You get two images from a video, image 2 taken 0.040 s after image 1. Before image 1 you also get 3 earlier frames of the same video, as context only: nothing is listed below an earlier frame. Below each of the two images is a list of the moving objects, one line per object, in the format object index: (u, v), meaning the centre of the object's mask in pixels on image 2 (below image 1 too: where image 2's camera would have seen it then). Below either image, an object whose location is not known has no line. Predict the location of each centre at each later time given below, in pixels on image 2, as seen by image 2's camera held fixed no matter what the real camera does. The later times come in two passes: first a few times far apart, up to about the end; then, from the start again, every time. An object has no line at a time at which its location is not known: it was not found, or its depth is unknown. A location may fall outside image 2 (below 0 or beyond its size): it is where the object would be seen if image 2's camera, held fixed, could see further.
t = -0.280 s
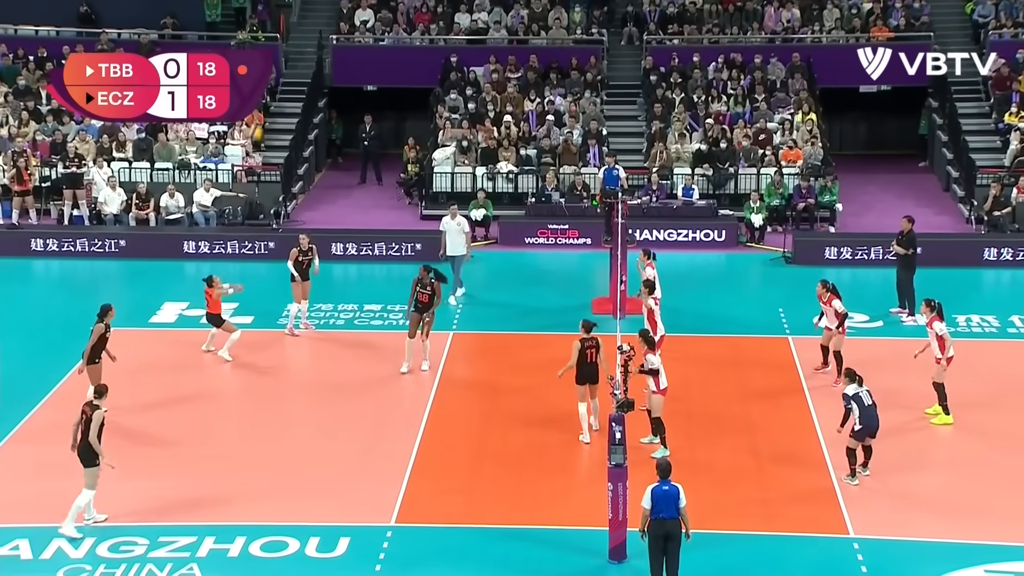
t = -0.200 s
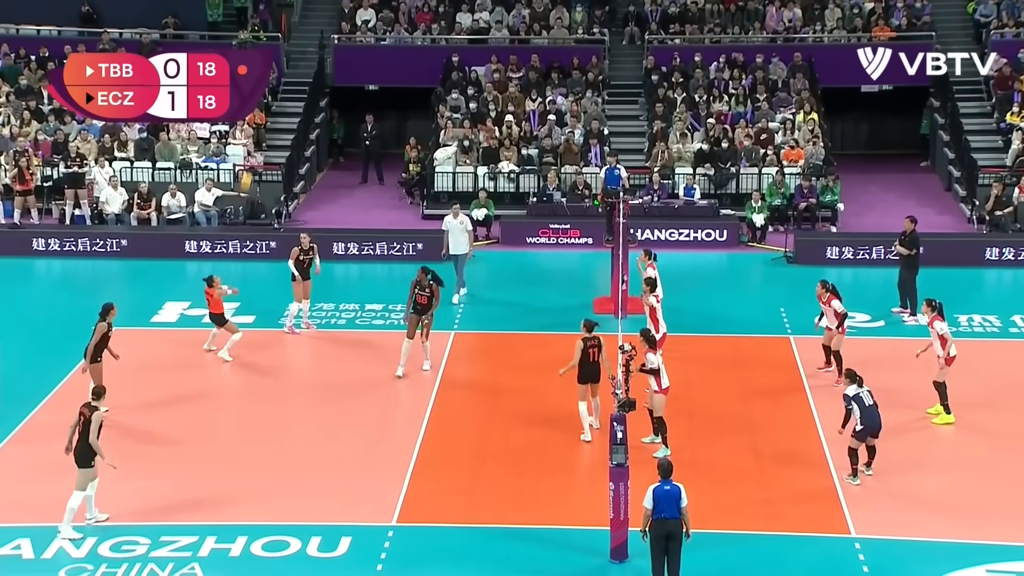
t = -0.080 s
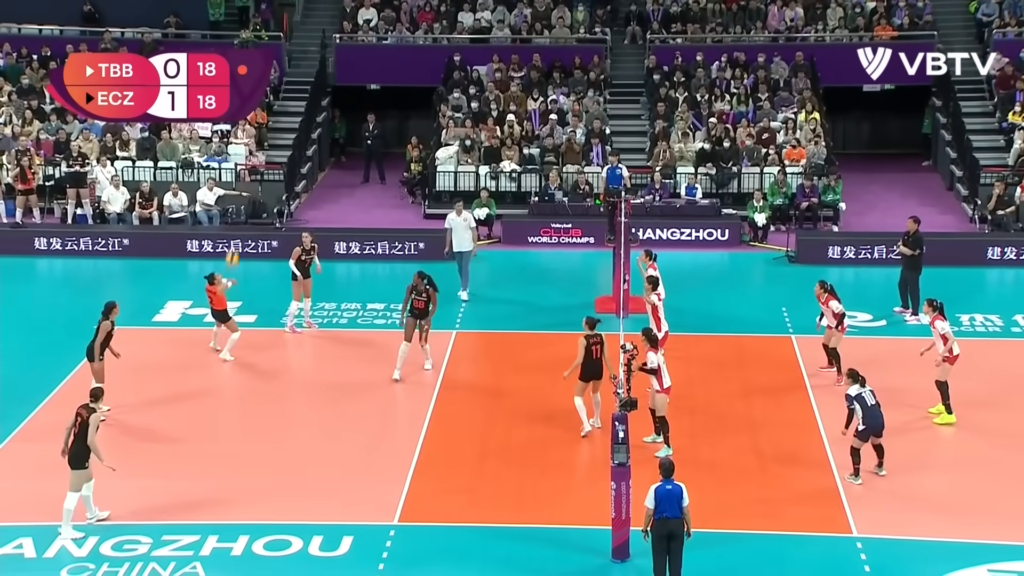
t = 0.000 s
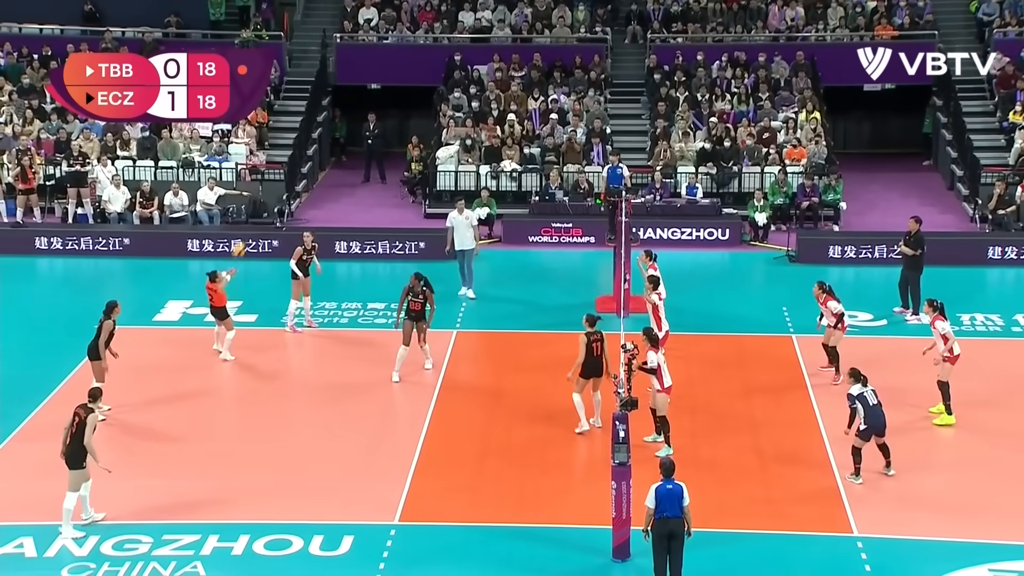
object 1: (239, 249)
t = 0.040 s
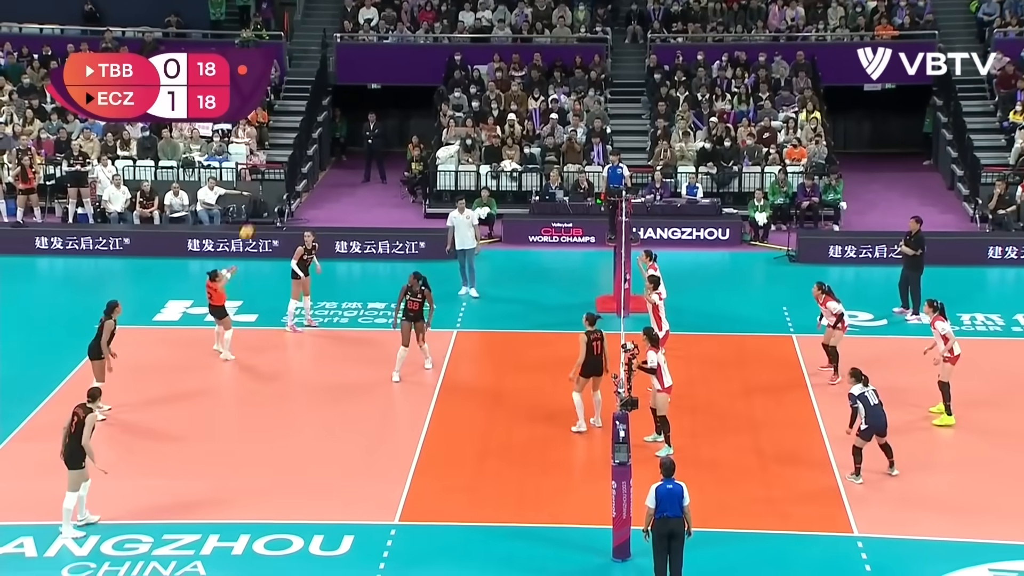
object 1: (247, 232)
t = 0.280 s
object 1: (292, 147)
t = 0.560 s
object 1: (346, 92)
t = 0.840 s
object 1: (405, 84)
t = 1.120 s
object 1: (462, 126)
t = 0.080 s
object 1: (254, 216)
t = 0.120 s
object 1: (261, 201)
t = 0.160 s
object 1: (269, 187)
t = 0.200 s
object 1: (276, 172)
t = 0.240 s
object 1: (285, 160)
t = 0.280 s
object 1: (292, 147)
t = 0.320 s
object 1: (300, 138)
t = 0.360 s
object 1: (307, 127)
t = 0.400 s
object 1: (315, 118)
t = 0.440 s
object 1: (323, 110)
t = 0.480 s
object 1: (331, 103)
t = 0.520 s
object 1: (339, 97)
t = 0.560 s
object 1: (346, 92)
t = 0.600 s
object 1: (355, 88)
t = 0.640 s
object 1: (363, 85)
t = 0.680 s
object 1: (372, 83)
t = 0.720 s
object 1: (379, 82)
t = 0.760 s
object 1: (388, 82)
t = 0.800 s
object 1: (396, 83)
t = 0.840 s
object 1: (405, 84)
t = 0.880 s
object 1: (413, 88)
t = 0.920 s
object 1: (421, 91)
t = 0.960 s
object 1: (430, 96)
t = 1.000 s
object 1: (438, 102)
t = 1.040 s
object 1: (446, 109)
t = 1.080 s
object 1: (454, 117)
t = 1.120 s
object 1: (462, 126)
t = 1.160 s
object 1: (471, 136)
